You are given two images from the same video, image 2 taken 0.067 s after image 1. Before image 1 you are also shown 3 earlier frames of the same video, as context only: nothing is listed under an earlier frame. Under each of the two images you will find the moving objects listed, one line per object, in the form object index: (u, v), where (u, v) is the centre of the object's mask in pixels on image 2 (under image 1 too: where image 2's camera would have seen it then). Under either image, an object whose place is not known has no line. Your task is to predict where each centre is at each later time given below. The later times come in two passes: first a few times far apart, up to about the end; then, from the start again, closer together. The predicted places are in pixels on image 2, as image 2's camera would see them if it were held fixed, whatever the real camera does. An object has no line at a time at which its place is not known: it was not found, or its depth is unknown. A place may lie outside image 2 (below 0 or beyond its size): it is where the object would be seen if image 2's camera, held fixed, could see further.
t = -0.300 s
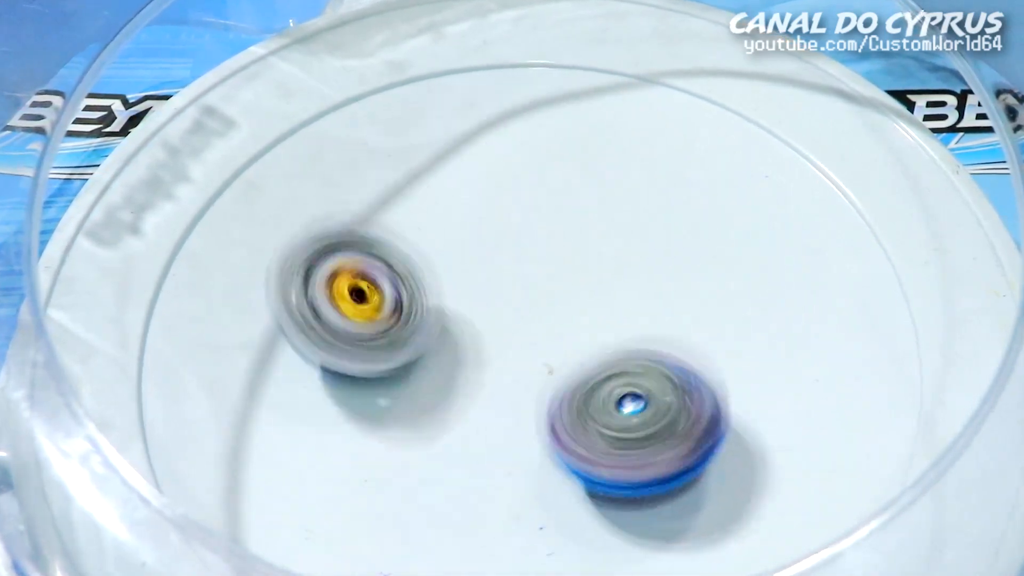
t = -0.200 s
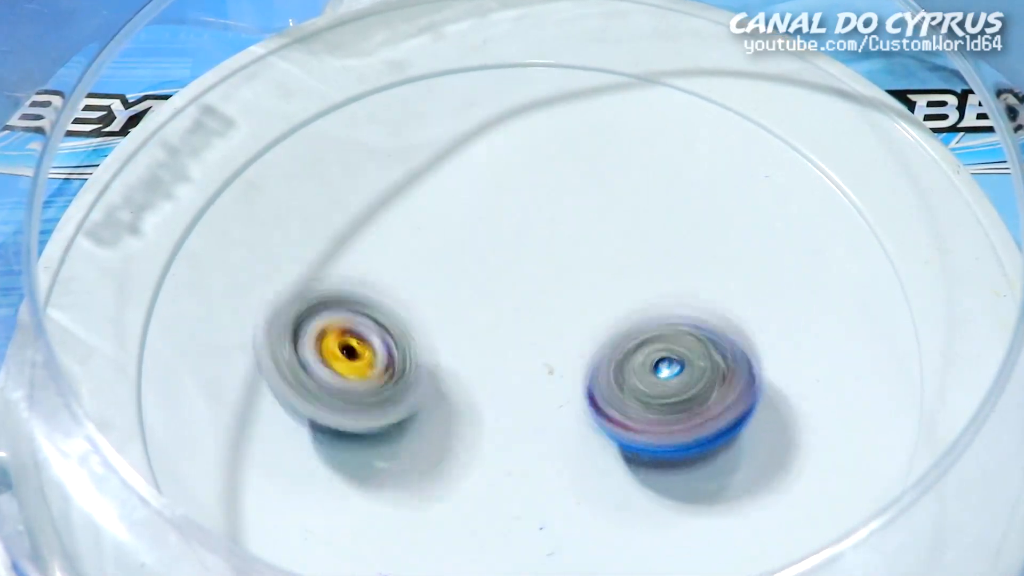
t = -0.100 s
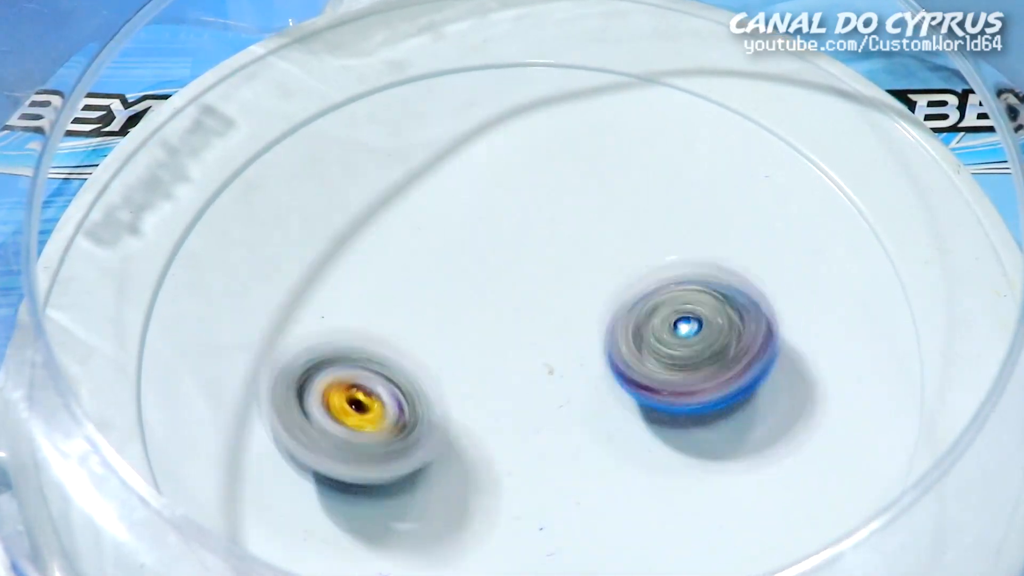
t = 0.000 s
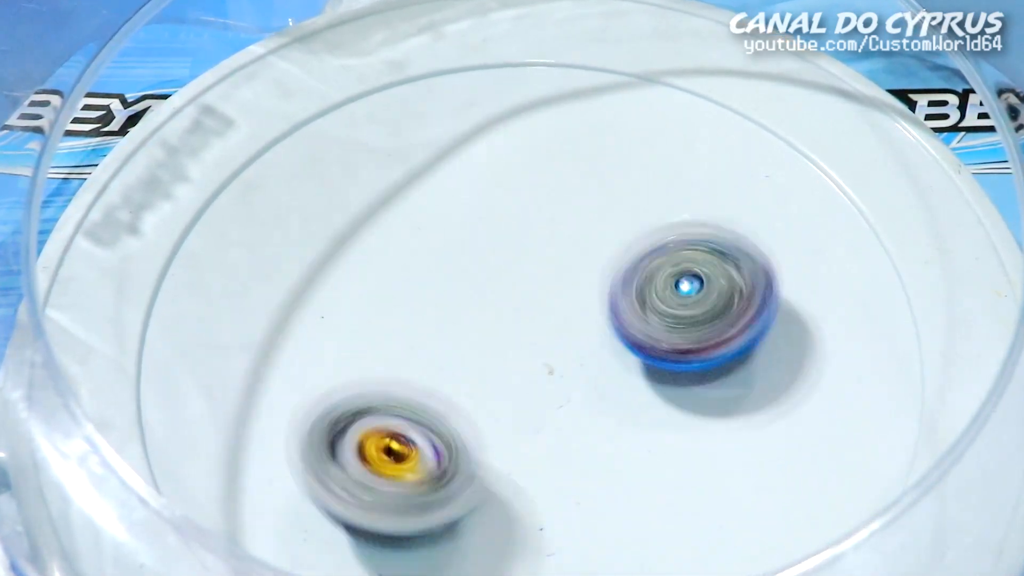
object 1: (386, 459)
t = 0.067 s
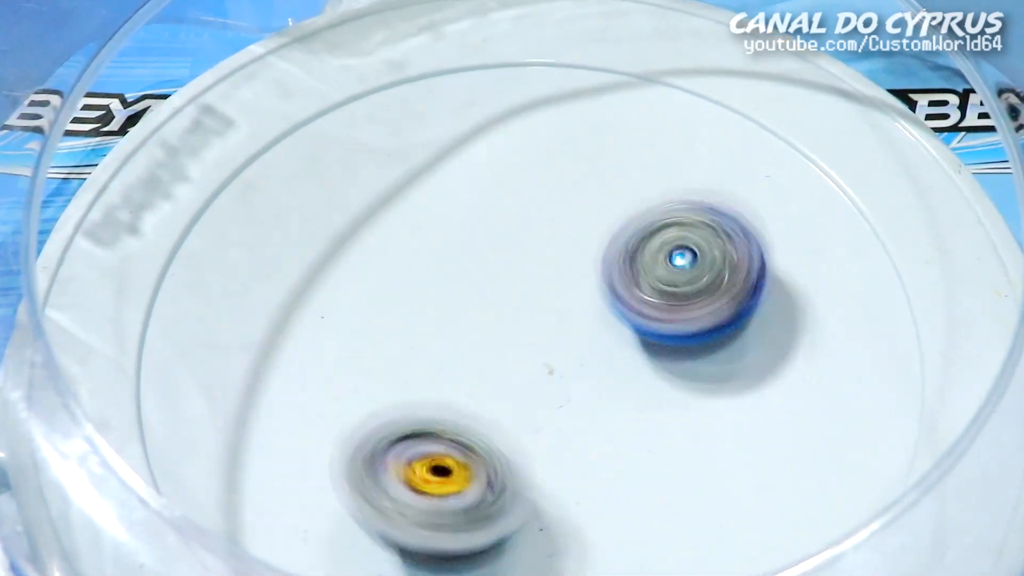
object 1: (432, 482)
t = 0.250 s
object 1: (568, 497)
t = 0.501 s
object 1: (706, 405)
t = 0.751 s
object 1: (699, 270)
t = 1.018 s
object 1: (579, 186)
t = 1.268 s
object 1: (441, 211)
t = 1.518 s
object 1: (320, 275)
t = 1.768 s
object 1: (309, 368)
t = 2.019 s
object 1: (425, 417)
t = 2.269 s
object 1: (572, 375)
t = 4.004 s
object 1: (329, 395)
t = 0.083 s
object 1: (444, 487)
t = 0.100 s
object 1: (456, 490)
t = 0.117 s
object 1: (467, 492)
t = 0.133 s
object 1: (479, 496)
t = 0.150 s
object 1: (495, 496)
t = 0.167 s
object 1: (506, 497)
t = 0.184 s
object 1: (517, 500)
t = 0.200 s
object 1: (532, 501)
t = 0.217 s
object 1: (543, 499)
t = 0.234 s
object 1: (554, 499)
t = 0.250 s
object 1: (568, 497)
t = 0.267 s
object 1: (583, 492)
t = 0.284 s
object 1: (592, 488)
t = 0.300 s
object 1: (603, 486)
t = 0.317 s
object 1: (616, 480)
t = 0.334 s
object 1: (627, 475)
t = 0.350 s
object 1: (634, 472)
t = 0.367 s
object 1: (646, 465)
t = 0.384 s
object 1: (657, 457)
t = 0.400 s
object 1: (665, 453)
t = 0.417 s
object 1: (674, 444)
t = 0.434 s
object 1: (682, 438)
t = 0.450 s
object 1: (688, 431)
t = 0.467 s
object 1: (698, 422)
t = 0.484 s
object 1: (703, 412)
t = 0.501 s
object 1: (706, 405)
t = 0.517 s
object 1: (714, 396)
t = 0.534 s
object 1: (715, 386)
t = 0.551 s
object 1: (717, 376)
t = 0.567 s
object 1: (721, 369)
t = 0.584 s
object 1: (722, 361)
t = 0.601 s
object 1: (720, 349)
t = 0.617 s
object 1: (721, 340)
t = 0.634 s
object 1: (720, 329)
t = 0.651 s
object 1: (718, 321)
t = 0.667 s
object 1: (717, 312)
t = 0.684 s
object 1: (715, 302)
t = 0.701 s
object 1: (712, 293)
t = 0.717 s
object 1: (707, 286)
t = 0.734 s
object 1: (705, 277)
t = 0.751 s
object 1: (699, 270)
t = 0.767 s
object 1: (695, 265)
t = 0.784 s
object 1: (690, 256)
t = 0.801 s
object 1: (684, 248)
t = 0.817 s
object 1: (678, 243)
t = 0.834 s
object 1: (671, 235)
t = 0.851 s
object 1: (663, 228)
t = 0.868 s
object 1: (656, 223)
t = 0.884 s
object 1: (649, 218)
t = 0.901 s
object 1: (640, 212)
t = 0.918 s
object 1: (631, 207)
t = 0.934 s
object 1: (622, 203)
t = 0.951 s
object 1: (615, 197)
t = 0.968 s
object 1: (604, 195)
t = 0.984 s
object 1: (595, 192)
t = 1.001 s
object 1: (586, 189)
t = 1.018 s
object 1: (579, 186)
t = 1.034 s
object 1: (567, 185)
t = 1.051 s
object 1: (558, 183)
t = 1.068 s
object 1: (548, 181)
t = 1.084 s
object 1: (538, 181)
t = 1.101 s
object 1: (530, 181)
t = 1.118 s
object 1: (522, 182)
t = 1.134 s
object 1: (511, 181)
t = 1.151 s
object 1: (501, 184)
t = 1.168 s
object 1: (493, 187)
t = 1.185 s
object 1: (485, 190)
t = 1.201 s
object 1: (474, 193)
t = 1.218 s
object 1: (465, 198)
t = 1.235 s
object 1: (457, 201)
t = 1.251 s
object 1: (450, 207)
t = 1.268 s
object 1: (441, 211)
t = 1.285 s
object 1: (433, 216)
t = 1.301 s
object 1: (424, 223)
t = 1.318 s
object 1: (416, 228)
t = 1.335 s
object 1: (409, 236)
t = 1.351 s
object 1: (402, 242)
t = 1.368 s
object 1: (392, 246)
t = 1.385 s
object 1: (381, 243)
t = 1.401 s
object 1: (372, 247)
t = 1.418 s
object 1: (364, 249)
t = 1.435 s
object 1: (356, 253)
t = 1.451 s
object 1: (348, 258)
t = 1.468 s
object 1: (340, 261)
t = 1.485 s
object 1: (332, 264)
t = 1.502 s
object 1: (326, 269)
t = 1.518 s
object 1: (320, 275)
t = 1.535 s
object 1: (316, 280)
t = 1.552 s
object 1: (311, 286)
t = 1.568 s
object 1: (307, 291)
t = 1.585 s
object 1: (304, 296)
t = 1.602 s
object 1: (300, 303)
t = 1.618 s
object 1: (297, 309)
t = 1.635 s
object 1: (295, 316)
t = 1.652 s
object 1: (295, 322)
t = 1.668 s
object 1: (293, 329)
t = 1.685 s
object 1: (295, 337)
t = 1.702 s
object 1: (296, 342)
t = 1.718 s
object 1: (297, 347)
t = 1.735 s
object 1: (300, 355)
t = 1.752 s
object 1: (304, 363)
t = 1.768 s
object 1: (309, 368)
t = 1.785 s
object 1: (312, 373)
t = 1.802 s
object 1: (316, 380)
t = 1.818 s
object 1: (322, 385)
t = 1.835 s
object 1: (327, 390)
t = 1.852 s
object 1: (331, 397)
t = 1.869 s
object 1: (337, 399)
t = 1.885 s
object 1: (346, 406)
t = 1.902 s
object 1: (354, 410)
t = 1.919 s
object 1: (364, 416)
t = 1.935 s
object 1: (374, 417)
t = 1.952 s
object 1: (382, 416)
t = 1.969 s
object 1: (389, 419)
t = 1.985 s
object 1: (401, 422)
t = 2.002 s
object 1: (413, 419)
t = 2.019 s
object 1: (425, 417)
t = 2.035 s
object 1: (434, 418)
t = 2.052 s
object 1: (447, 415)
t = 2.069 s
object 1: (456, 413)
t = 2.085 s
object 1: (466, 411)
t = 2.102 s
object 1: (475, 412)
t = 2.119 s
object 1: (487, 410)
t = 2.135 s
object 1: (499, 408)
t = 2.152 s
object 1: (509, 406)
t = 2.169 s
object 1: (521, 403)
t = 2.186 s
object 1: (532, 397)
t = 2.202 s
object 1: (541, 392)
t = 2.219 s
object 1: (548, 389)
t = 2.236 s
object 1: (557, 386)
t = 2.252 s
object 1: (565, 381)
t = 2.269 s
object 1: (572, 375)
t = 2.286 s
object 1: (582, 370)
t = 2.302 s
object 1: (590, 363)
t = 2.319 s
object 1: (598, 355)
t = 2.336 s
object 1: (612, 351)
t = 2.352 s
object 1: (625, 355)
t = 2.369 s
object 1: (637, 356)
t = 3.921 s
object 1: (322, 352)
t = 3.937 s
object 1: (321, 364)
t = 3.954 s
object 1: (320, 377)
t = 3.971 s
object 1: (322, 384)
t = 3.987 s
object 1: (322, 387)
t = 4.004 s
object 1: (329, 395)
